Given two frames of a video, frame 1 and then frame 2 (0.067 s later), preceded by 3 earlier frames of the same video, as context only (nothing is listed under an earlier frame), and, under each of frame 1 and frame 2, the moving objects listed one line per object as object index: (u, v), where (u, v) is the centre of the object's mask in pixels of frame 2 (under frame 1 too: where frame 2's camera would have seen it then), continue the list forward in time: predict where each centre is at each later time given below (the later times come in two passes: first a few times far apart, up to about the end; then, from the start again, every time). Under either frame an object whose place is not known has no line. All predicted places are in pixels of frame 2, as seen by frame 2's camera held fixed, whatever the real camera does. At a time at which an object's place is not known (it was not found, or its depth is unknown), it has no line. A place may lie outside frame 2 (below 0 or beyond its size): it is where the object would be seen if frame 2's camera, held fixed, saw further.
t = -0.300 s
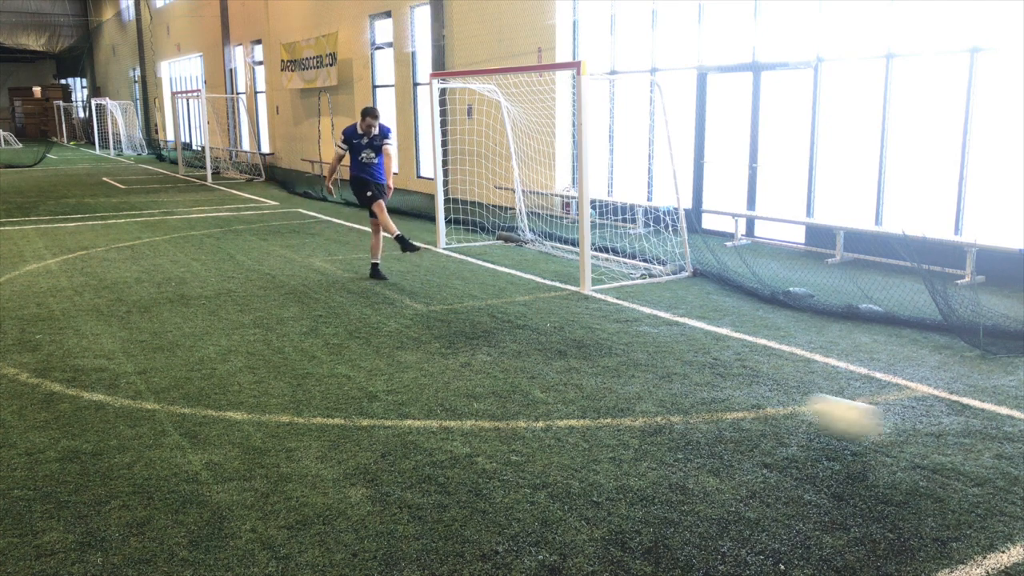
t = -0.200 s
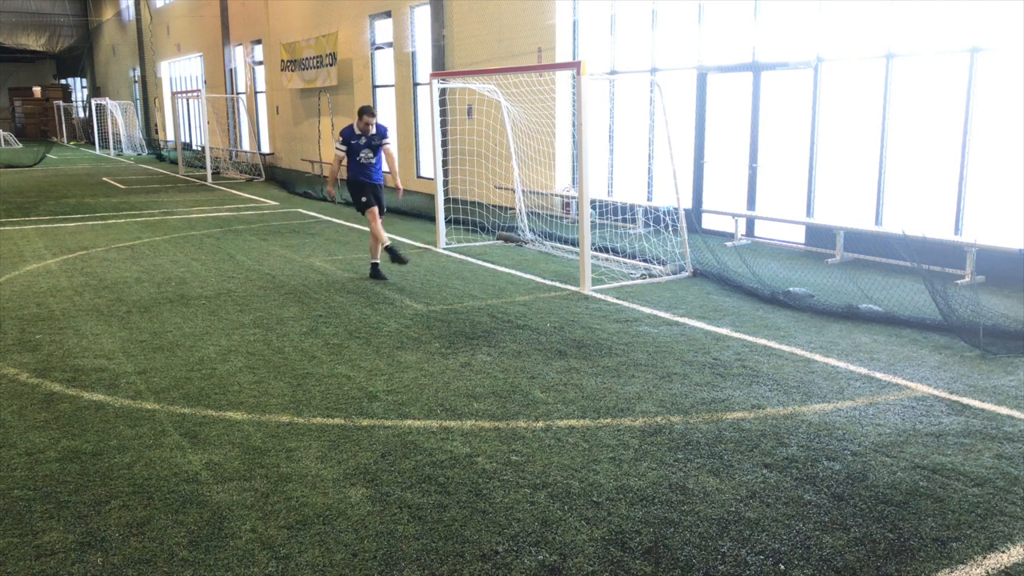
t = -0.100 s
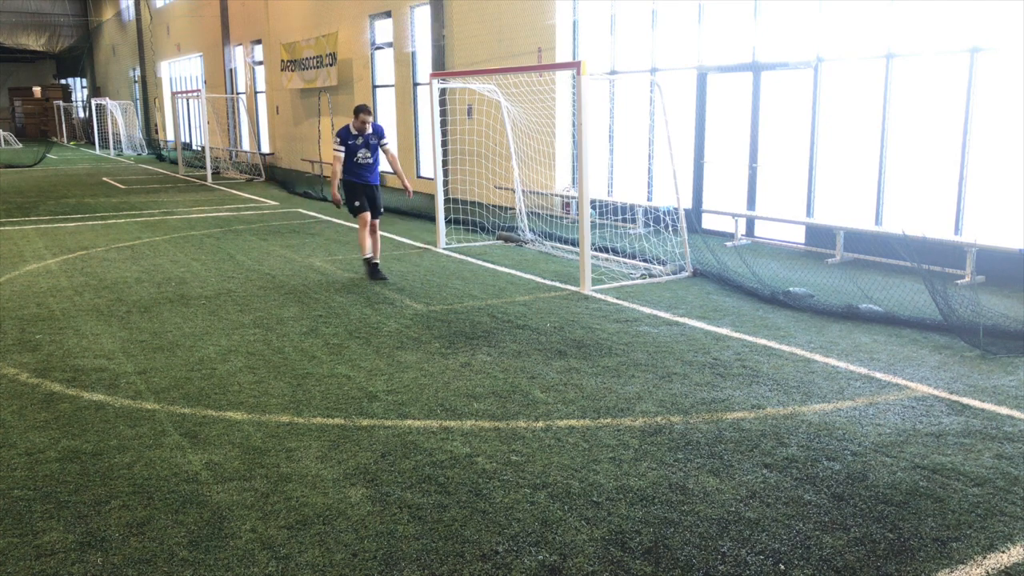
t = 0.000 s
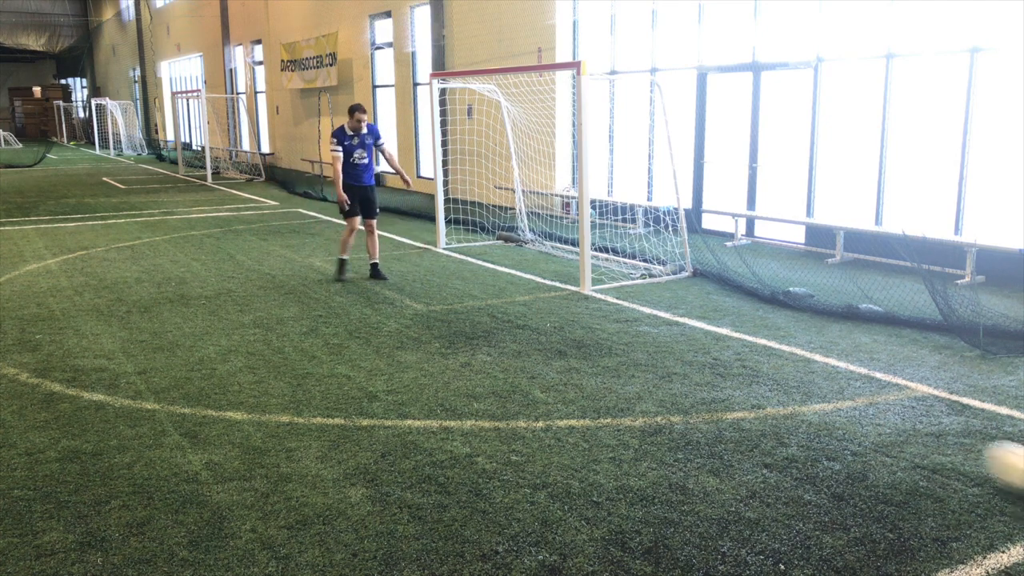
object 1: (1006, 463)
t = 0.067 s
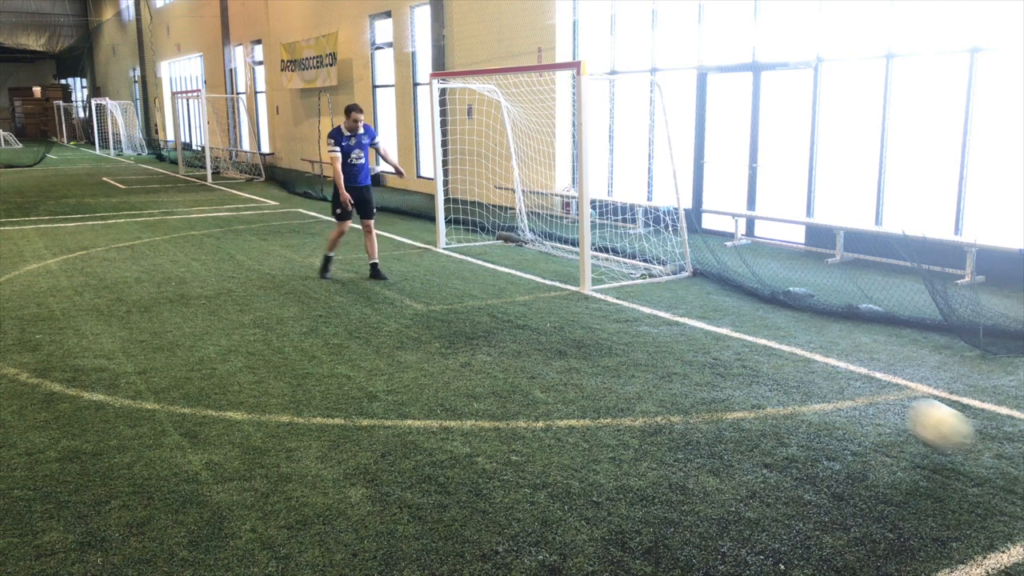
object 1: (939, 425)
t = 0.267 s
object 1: (759, 366)
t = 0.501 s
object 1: (652, 327)
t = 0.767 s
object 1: (571, 300)
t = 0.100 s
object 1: (903, 408)
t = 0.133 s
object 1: (869, 392)
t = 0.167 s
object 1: (838, 383)
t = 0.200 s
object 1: (810, 375)
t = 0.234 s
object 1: (783, 369)
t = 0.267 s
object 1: (759, 366)
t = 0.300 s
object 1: (737, 360)
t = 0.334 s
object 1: (722, 349)
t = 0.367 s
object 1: (706, 342)
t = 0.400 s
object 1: (690, 335)
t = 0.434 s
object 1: (678, 331)
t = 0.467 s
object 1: (664, 328)
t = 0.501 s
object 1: (652, 327)
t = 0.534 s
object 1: (639, 324)
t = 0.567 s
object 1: (628, 319)
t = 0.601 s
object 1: (618, 315)
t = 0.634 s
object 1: (608, 311)
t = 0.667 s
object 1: (598, 309)
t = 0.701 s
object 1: (589, 305)
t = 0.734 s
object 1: (579, 301)
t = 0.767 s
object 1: (571, 300)
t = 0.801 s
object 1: (563, 297)
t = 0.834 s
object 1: (556, 292)
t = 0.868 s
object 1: (548, 290)
